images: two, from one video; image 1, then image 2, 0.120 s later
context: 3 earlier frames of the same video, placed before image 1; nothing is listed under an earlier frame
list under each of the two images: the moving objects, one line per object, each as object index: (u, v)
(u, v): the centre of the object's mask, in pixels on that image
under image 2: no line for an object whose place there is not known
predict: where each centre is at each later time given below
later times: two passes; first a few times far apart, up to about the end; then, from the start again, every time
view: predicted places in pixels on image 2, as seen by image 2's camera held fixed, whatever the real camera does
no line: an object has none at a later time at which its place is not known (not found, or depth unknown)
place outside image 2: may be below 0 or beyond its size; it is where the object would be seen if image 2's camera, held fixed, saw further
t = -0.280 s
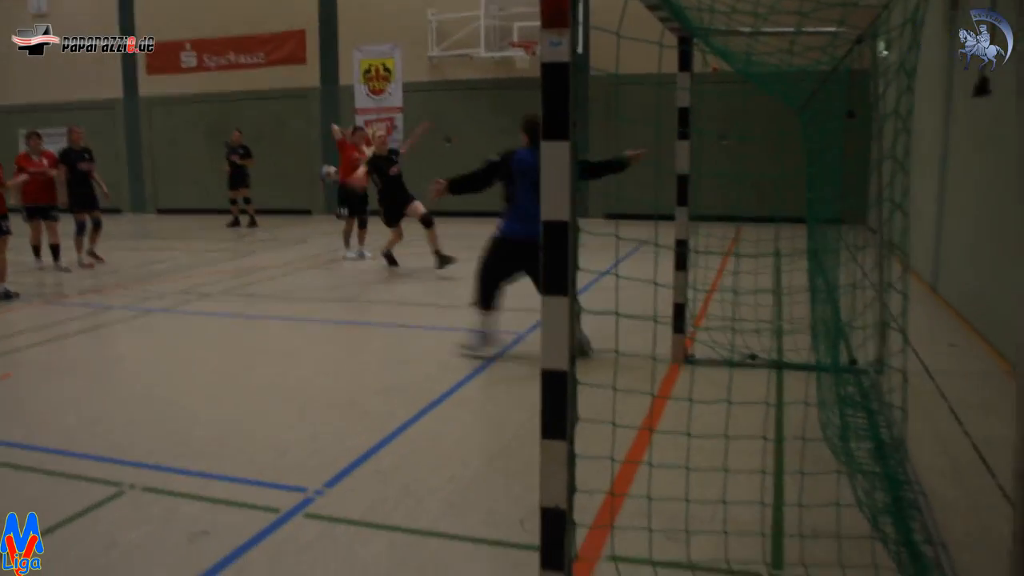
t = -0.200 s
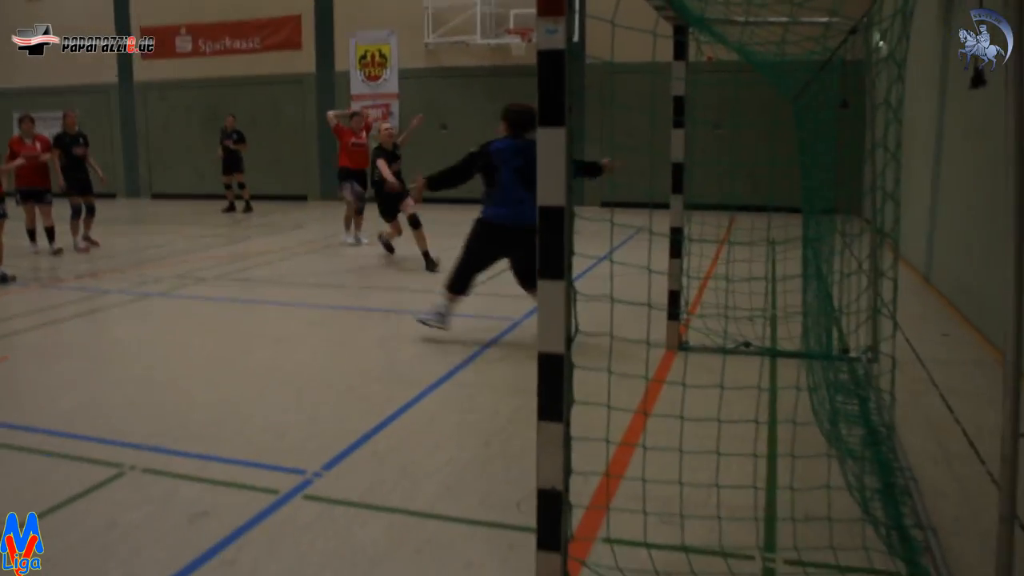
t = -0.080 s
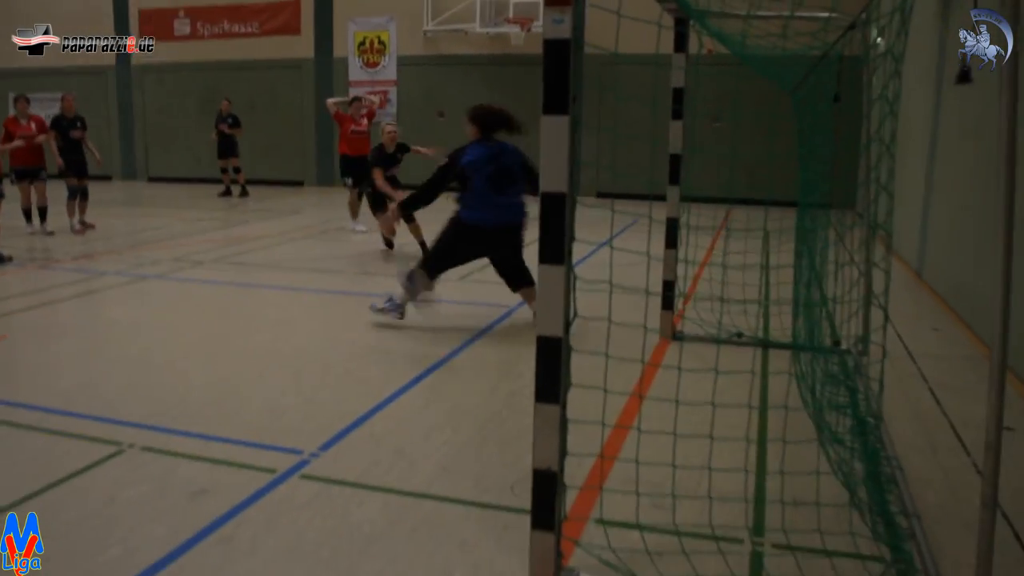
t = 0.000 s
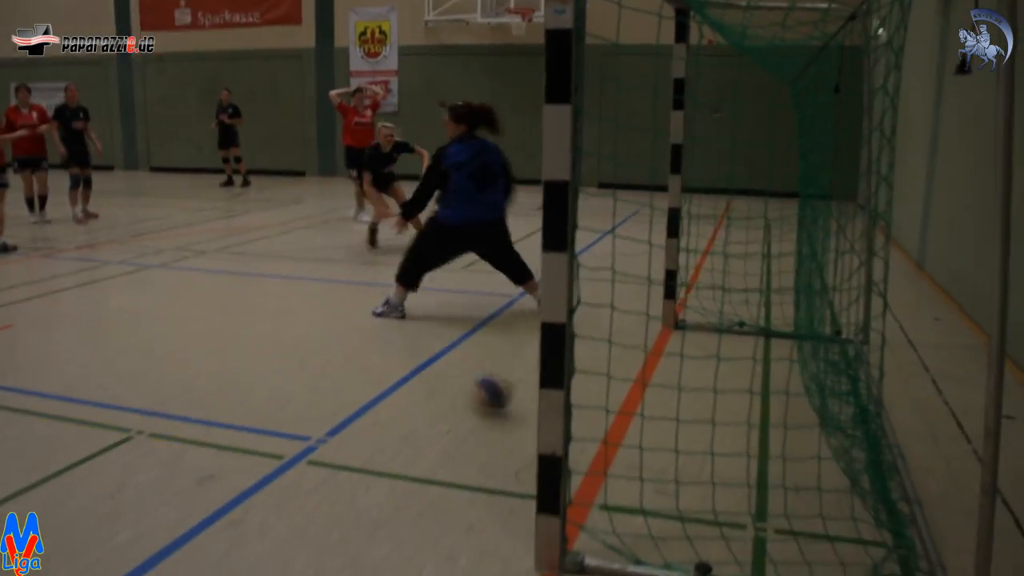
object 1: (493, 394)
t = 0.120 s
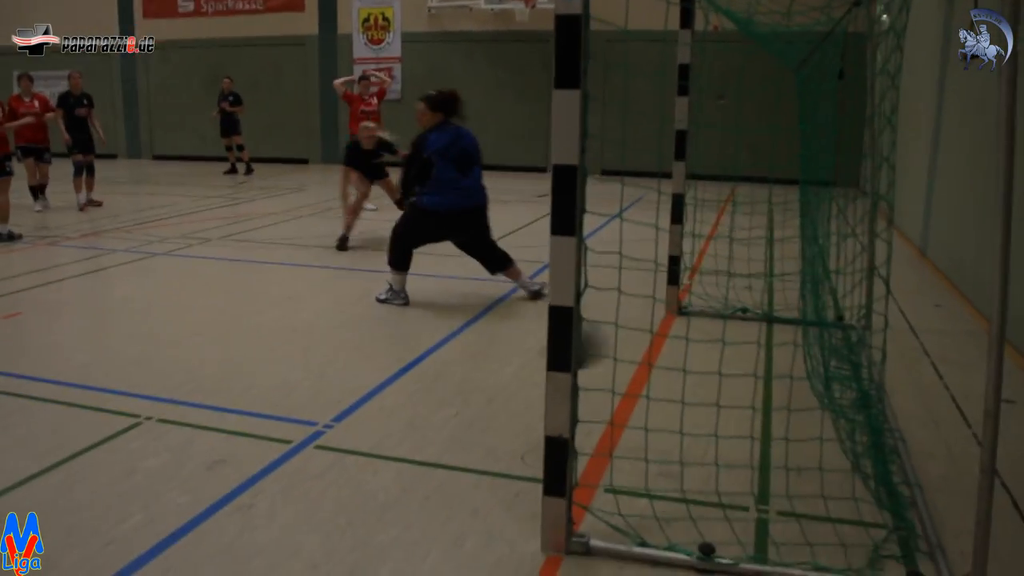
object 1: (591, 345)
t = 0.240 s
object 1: (650, 285)
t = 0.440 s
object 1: (822, 146)
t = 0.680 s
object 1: (959, 149)
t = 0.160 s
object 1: (615, 339)
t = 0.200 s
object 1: (644, 320)
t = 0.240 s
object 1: (650, 285)
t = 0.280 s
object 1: (672, 245)
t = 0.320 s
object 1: (712, 214)
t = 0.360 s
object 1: (747, 189)
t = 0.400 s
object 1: (783, 164)
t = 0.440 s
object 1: (822, 146)
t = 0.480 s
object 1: (858, 135)
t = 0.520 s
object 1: (884, 129)
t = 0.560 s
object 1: (912, 128)
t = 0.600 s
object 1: (934, 135)
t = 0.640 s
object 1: (953, 141)
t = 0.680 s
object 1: (959, 149)
